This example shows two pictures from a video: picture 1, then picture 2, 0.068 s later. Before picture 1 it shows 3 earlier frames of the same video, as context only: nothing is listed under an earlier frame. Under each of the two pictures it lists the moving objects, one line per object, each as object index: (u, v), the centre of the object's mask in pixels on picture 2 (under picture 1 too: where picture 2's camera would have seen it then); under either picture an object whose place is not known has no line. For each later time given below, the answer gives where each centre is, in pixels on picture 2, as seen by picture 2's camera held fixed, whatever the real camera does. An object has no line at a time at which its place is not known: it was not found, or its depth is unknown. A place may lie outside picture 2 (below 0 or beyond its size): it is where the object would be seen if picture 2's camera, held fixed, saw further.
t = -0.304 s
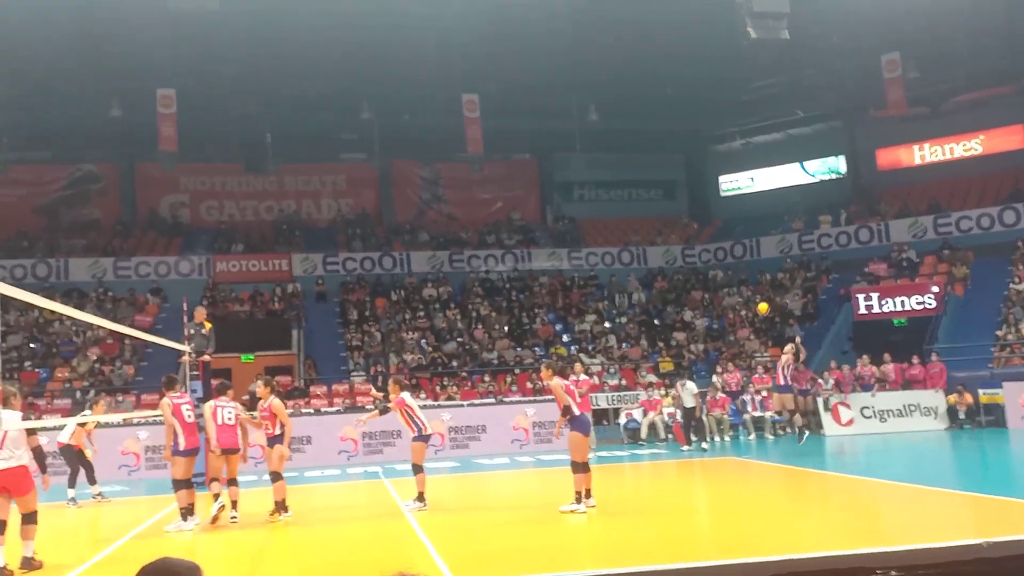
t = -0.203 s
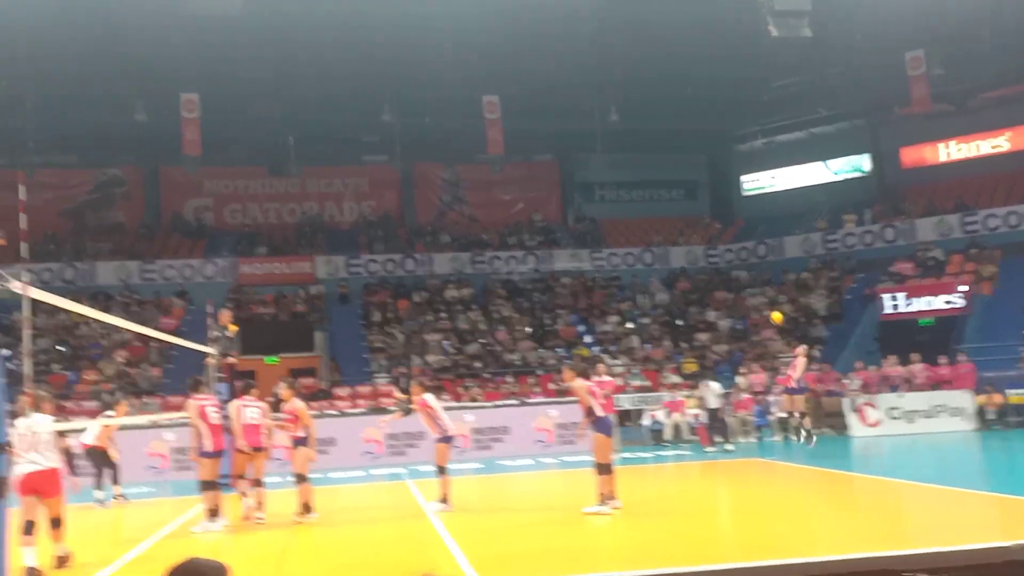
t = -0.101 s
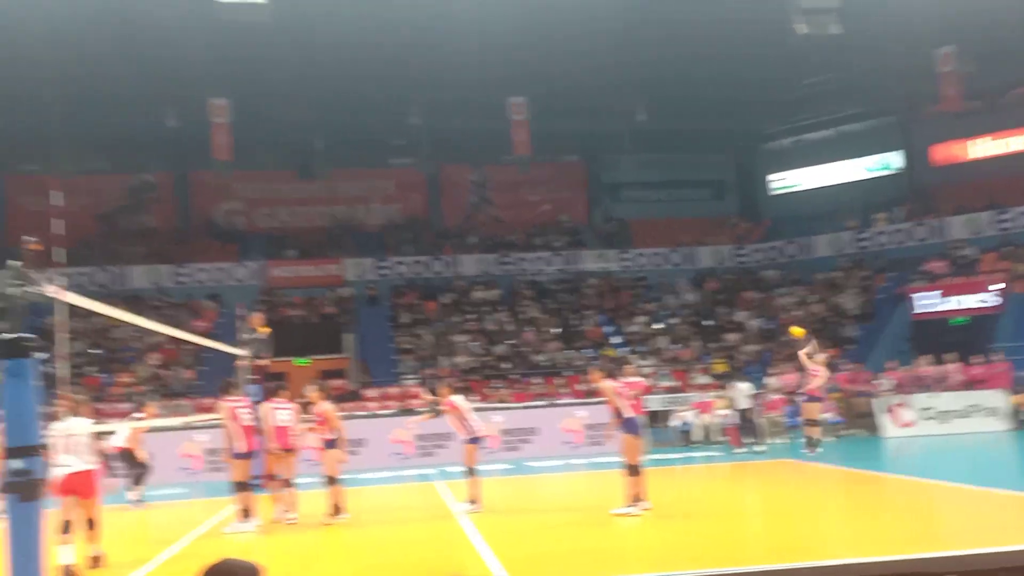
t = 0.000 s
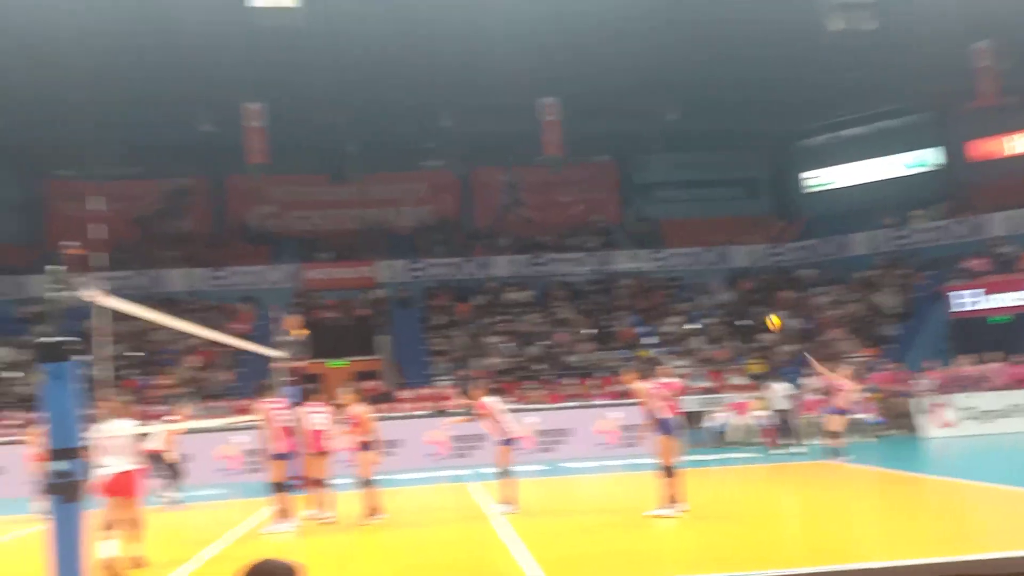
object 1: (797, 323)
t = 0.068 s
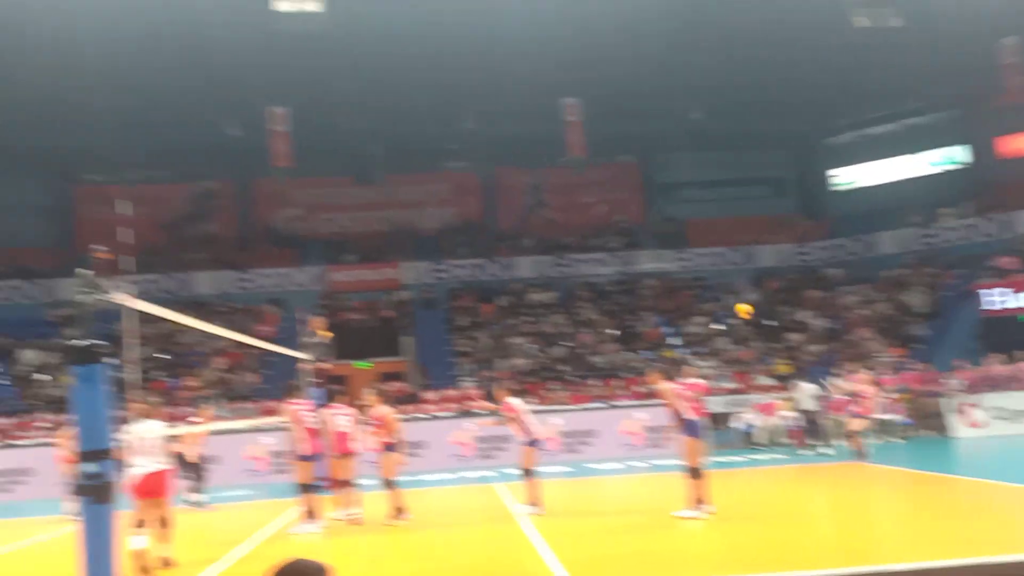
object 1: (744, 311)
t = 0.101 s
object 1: (717, 305)
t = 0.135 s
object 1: (690, 301)
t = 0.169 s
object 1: (662, 296)
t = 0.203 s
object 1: (634, 292)
